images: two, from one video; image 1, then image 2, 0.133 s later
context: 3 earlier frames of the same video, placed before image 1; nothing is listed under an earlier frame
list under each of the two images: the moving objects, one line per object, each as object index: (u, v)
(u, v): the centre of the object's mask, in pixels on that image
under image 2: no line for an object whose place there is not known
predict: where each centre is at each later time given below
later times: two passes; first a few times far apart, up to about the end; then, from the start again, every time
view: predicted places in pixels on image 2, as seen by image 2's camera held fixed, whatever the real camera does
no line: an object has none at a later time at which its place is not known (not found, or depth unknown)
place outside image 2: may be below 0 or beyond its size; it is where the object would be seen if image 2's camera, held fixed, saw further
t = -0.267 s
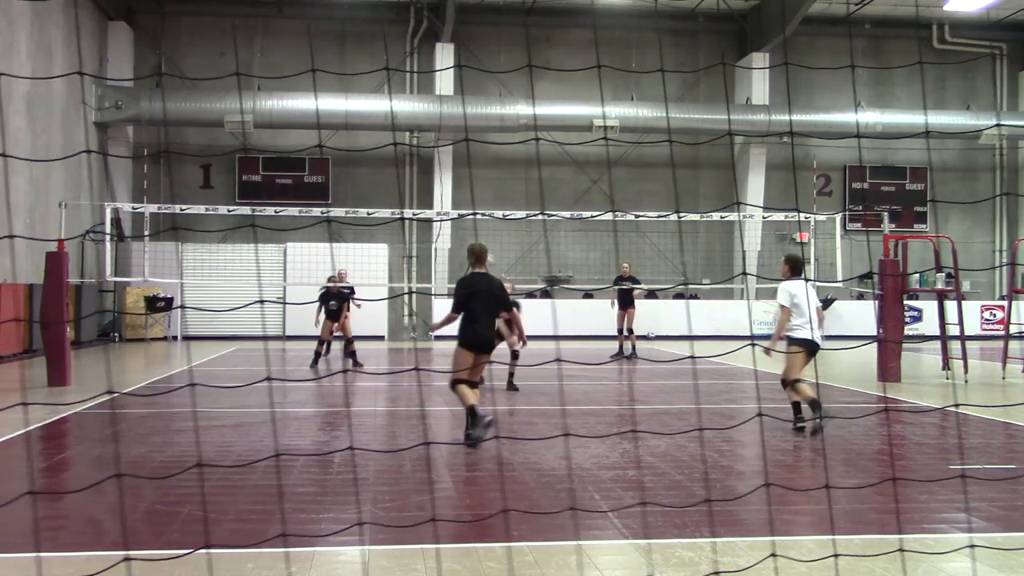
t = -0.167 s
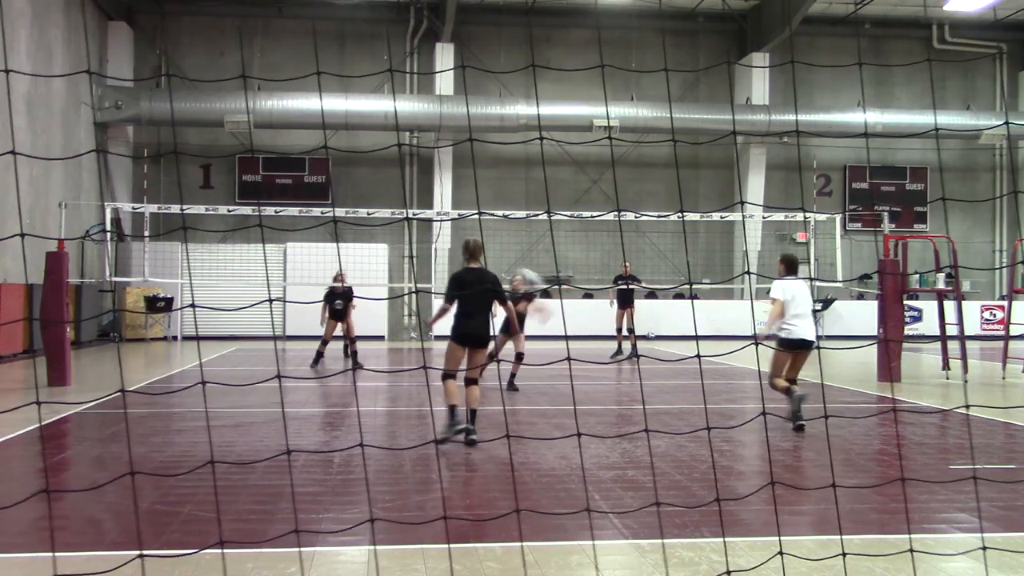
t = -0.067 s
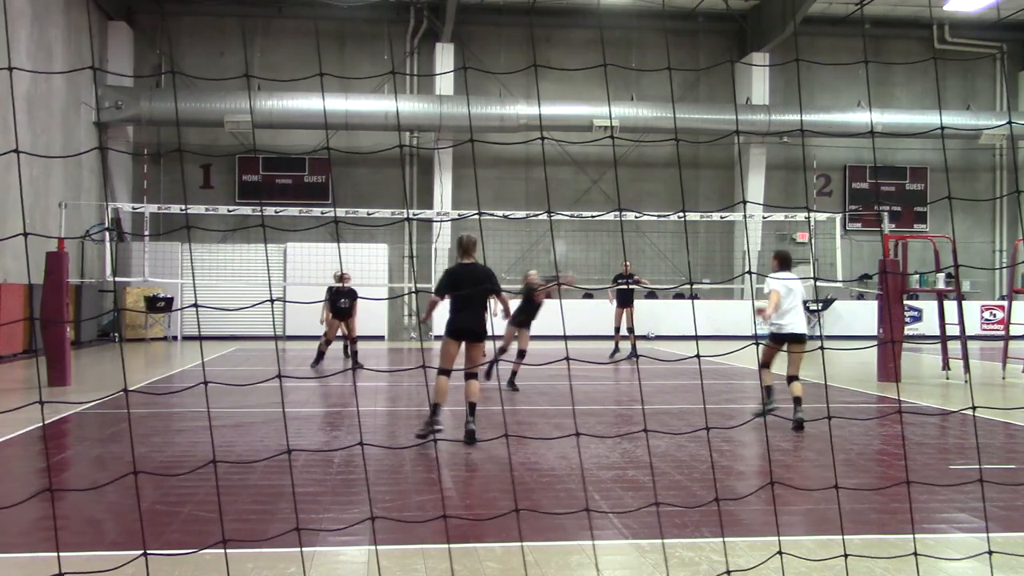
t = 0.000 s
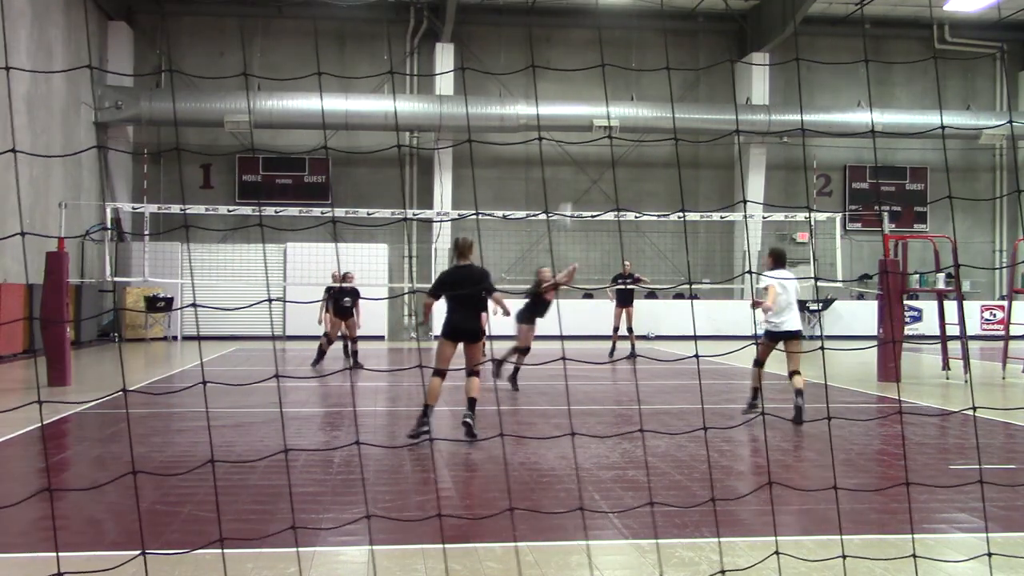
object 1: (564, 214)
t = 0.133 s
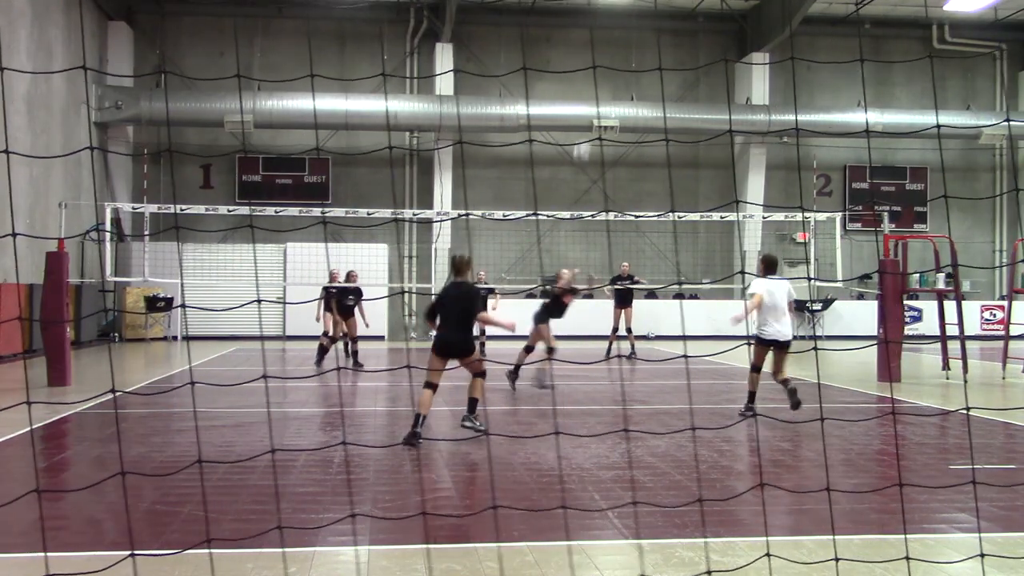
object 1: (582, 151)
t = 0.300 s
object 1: (601, 91)
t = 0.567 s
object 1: (634, 43)
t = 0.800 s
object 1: (661, 48)
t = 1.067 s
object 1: (694, 109)
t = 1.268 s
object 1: (717, 194)
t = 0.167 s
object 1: (585, 134)
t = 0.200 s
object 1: (587, 124)
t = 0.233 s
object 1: (592, 112)
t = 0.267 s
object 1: (599, 99)
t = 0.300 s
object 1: (601, 91)
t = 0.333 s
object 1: (605, 82)
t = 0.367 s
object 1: (610, 73)
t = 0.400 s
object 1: (613, 66)
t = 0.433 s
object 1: (618, 60)
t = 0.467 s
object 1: (623, 54)
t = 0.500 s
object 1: (625, 50)
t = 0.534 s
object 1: (630, 45)
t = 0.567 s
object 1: (634, 43)
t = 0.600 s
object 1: (637, 42)
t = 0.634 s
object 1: (641, 40)
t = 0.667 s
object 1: (645, 39)
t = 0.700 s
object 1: (649, 40)
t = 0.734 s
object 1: (654, 42)
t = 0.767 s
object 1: (657, 45)
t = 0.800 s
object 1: (661, 48)
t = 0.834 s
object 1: (665, 53)
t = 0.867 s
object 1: (670, 58)
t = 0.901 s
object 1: (673, 64)
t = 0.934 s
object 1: (677, 70)
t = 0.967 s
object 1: (683, 80)
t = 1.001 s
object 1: (686, 89)
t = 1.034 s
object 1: (690, 96)
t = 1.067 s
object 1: (694, 109)
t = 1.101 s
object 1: (698, 120)
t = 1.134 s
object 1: (701, 133)
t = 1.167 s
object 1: (706, 148)
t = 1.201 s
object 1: (710, 164)
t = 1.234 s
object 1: (714, 178)
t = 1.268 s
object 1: (717, 194)
